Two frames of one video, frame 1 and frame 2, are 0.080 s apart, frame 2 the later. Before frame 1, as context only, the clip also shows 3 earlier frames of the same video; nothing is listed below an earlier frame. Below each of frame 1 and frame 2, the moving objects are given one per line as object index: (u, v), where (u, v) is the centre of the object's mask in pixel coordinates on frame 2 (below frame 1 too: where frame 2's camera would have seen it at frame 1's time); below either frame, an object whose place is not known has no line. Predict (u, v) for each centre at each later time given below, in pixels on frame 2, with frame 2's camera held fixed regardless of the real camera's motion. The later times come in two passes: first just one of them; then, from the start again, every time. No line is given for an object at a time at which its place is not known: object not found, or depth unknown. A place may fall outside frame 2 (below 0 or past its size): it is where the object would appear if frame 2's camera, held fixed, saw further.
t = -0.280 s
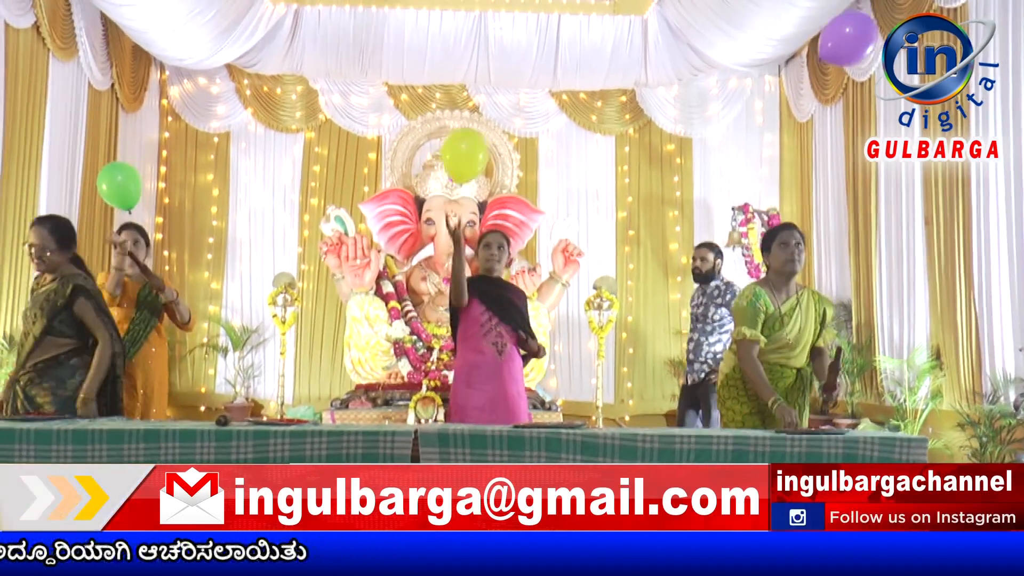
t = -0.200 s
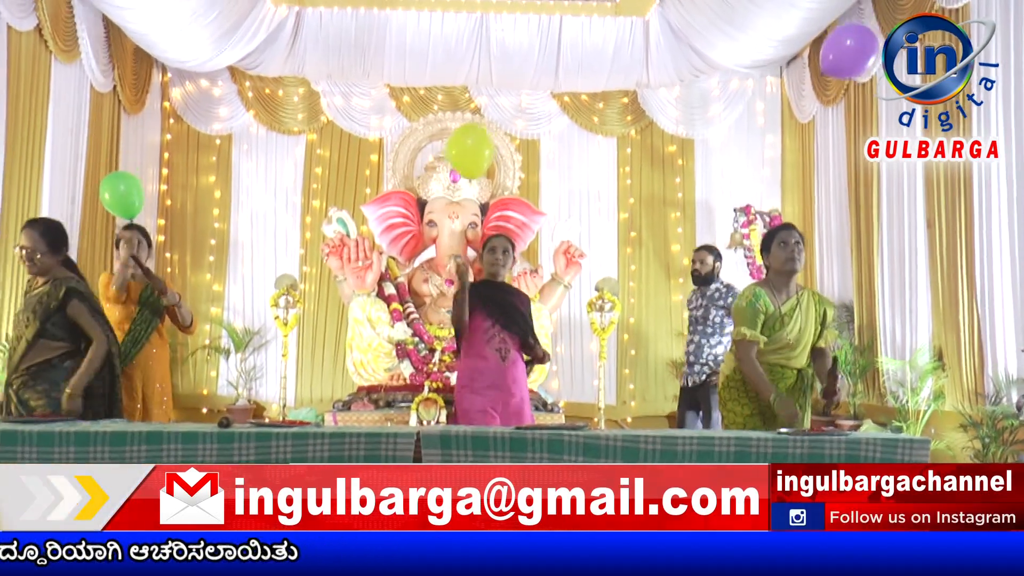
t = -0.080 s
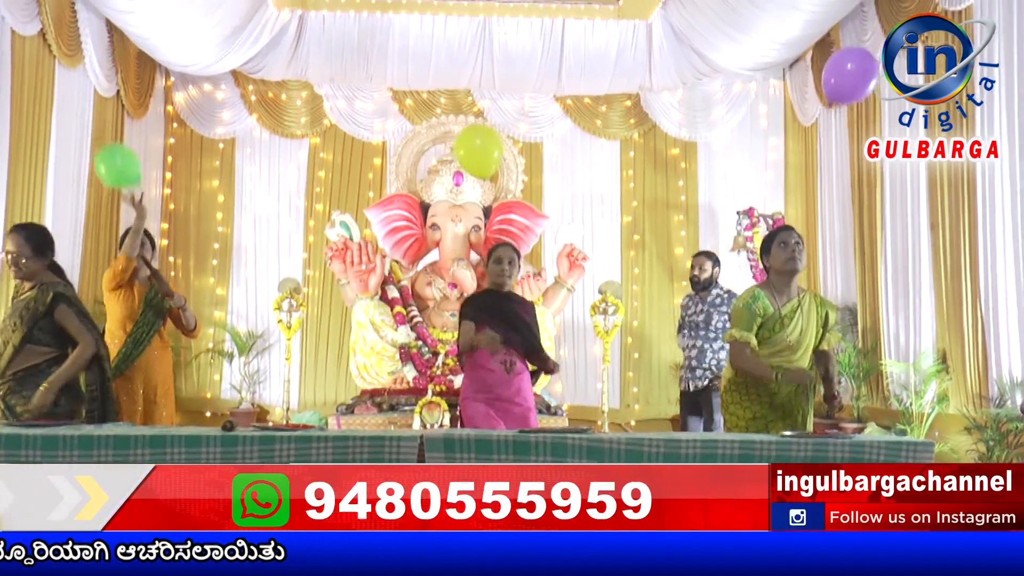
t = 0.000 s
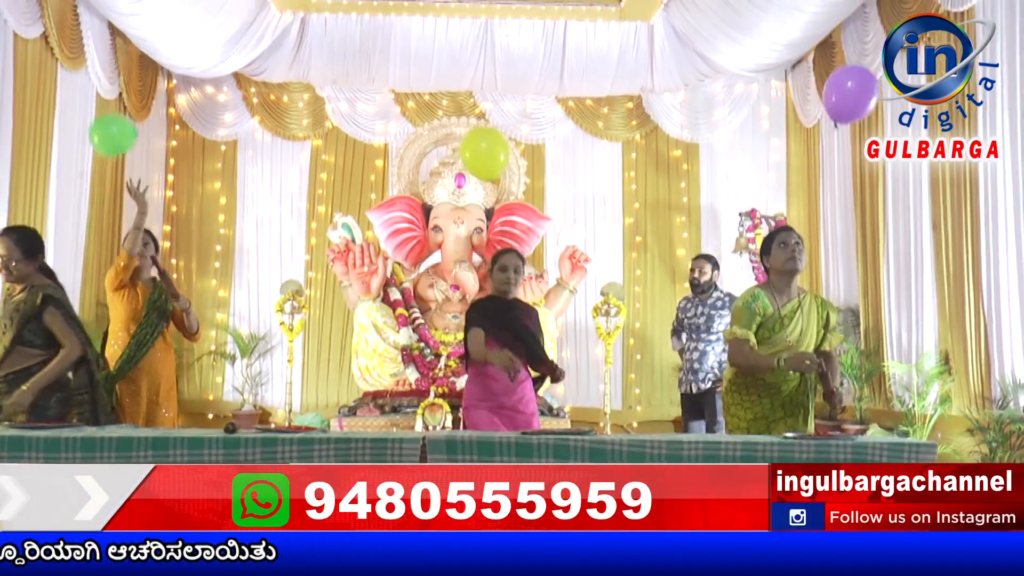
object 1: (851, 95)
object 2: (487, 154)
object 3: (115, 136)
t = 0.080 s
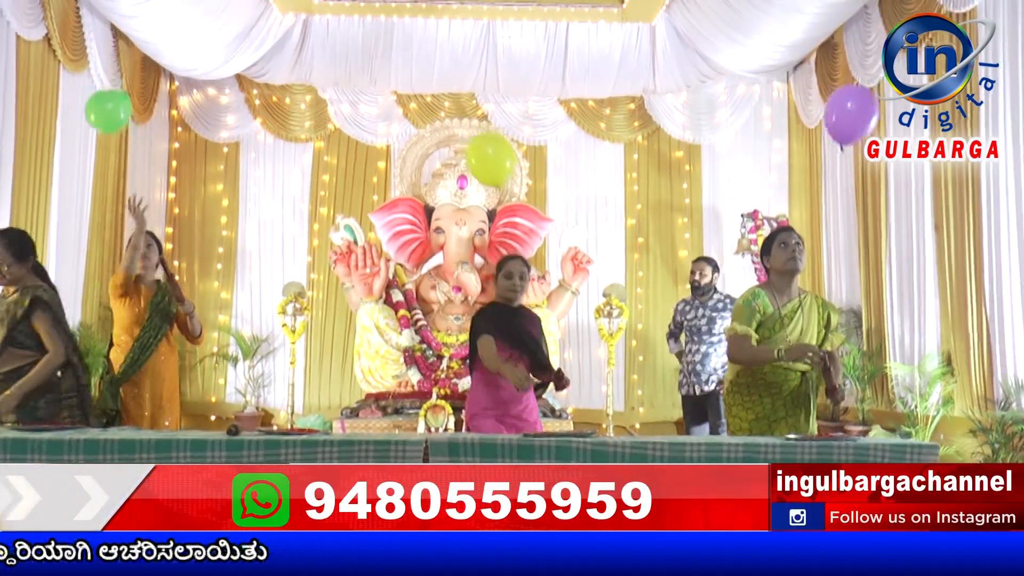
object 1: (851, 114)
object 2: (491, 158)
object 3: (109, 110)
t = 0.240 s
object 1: (844, 159)
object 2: (498, 174)
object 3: (100, 76)
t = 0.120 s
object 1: (849, 124)
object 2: (493, 162)
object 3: (106, 100)
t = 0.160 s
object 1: (846, 134)
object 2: (494, 165)
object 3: (104, 91)
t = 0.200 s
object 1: (844, 146)
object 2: (496, 169)
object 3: (102, 83)
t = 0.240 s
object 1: (844, 159)
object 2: (498, 174)
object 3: (100, 76)
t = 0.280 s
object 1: (843, 169)
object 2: (500, 181)
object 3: (99, 70)
